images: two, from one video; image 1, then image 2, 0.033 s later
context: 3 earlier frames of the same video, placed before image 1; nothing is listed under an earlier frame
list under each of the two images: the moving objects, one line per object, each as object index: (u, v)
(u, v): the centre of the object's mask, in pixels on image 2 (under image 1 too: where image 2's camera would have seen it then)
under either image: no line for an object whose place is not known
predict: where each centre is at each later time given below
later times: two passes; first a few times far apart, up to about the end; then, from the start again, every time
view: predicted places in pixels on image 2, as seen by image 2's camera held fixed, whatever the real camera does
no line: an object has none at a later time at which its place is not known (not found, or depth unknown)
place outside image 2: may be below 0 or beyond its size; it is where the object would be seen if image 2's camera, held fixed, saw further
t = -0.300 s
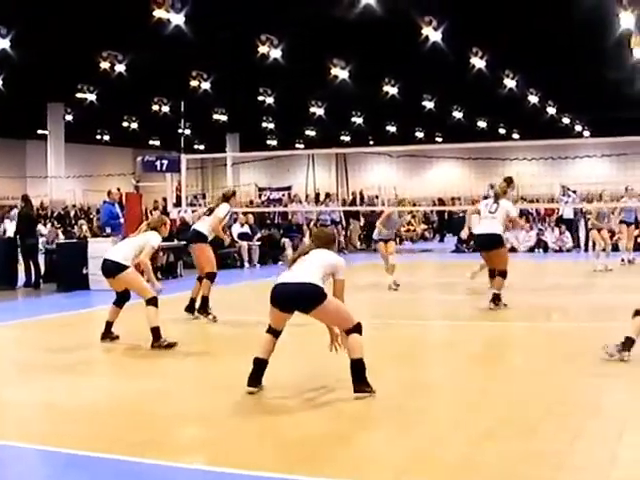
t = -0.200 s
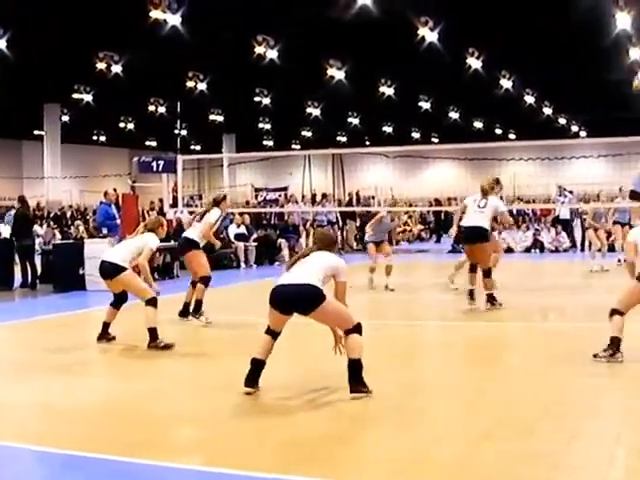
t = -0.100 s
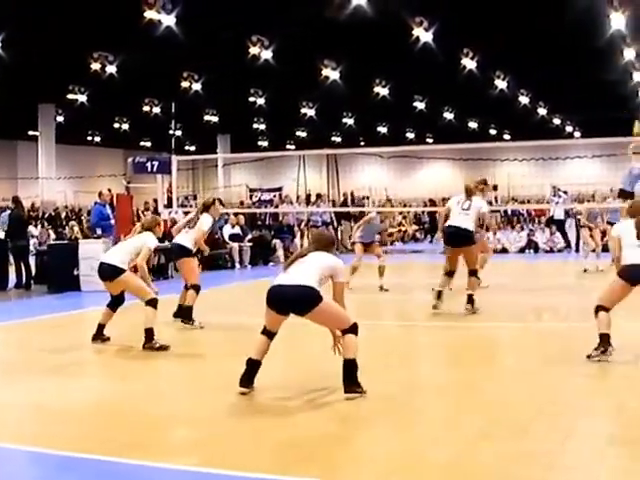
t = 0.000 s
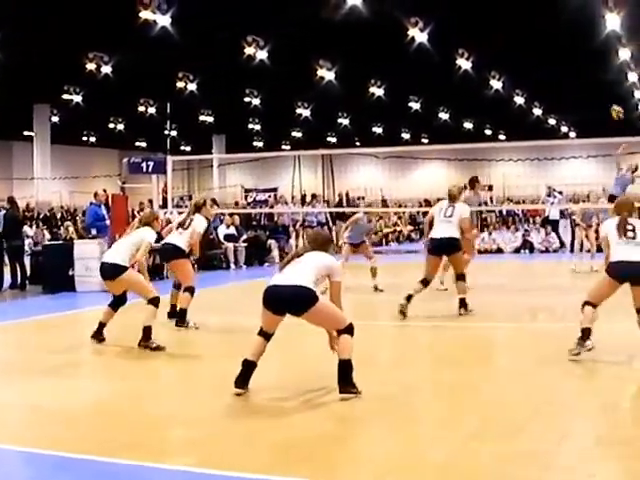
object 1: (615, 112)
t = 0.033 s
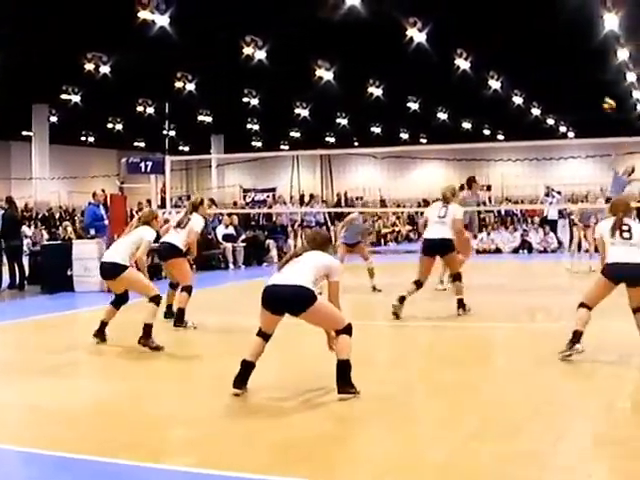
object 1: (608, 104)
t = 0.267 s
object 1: (559, 66)
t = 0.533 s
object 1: (488, 63)
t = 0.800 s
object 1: (390, 127)
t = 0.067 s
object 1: (602, 97)
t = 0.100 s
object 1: (595, 90)
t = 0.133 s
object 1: (588, 85)
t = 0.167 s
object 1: (581, 79)
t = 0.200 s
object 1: (574, 74)
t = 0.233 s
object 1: (567, 70)
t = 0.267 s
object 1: (559, 66)
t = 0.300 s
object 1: (550, 63)
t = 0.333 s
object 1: (542, 60)
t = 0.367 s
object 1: (535, 59)
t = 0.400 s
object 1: (526, 57)
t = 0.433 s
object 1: (517, 58)
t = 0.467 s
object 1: (507, 58)
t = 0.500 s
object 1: (497, 61)
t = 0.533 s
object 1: (488, 63)
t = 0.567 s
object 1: (478, 66)
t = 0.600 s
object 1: (466, 71)
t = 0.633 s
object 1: (453, 78)
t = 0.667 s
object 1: (443, 85)
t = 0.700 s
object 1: (430, 93)
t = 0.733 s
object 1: (417, 102)
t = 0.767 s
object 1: (404, 115)
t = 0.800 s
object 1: (390, 127)
